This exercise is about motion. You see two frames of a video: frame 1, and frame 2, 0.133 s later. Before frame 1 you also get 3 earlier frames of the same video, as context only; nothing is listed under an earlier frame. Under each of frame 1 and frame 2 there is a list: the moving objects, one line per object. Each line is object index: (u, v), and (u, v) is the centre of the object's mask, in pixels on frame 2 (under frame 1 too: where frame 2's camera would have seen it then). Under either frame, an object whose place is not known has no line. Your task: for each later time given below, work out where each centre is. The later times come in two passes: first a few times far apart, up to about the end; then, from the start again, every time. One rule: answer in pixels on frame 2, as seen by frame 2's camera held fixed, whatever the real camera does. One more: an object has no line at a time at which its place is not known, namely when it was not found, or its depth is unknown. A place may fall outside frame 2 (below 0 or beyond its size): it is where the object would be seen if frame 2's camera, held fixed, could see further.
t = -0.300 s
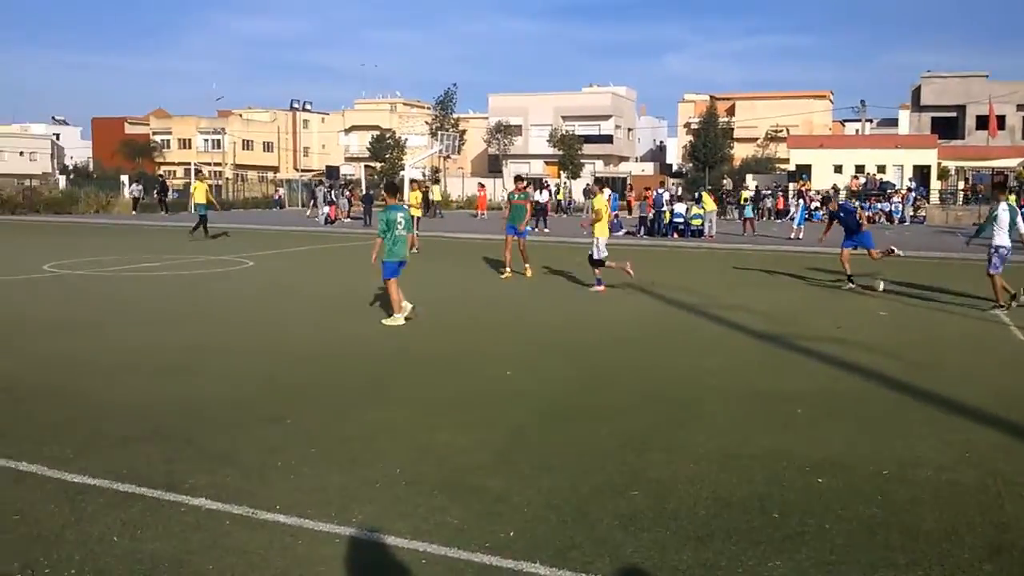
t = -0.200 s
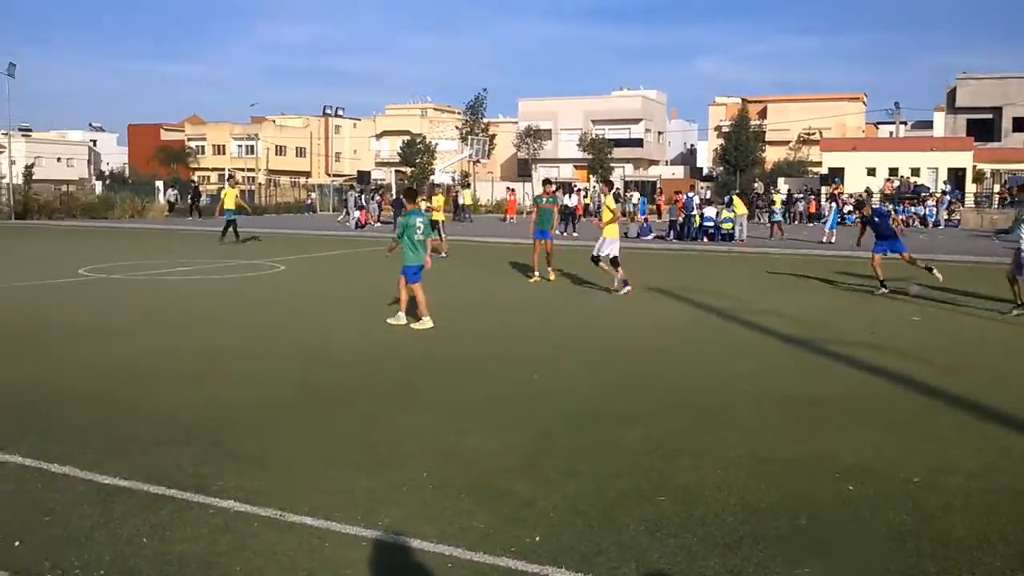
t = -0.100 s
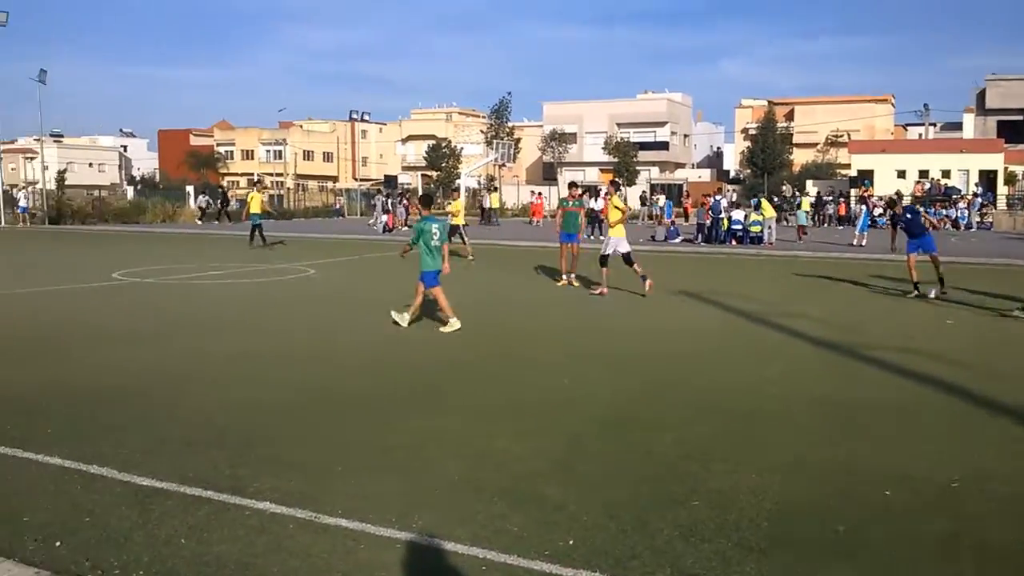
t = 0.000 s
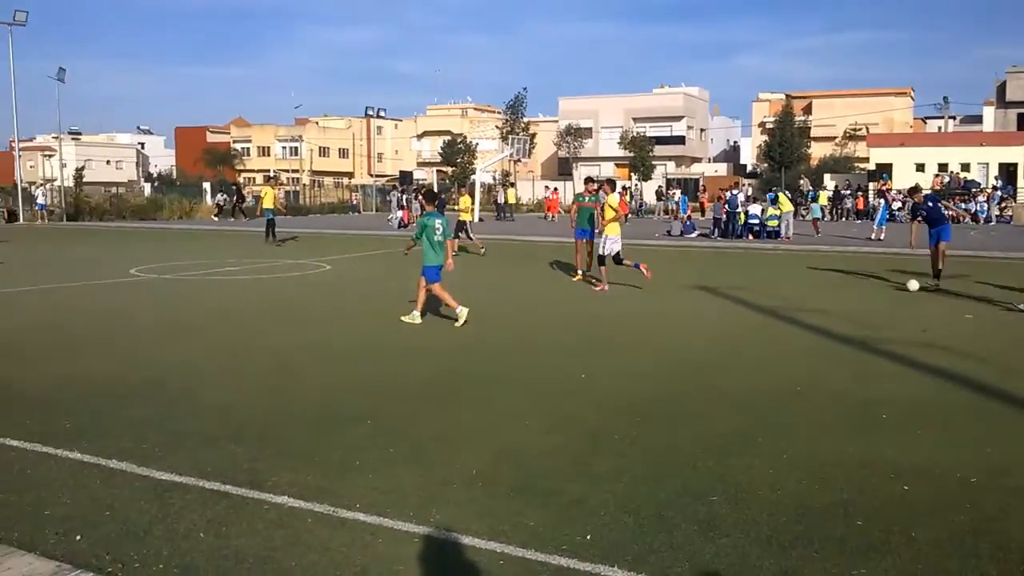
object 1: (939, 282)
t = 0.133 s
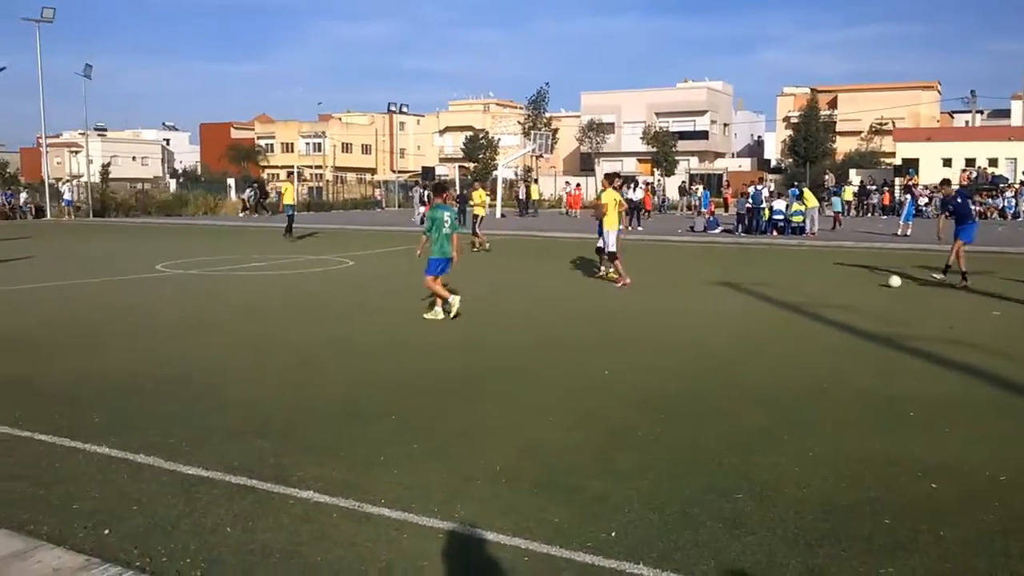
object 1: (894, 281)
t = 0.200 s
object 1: (874, 281)
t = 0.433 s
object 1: (820, 280)
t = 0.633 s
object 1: (781, 280)
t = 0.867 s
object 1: (737, 278)
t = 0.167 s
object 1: (884, 281)
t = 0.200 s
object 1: (874, 281)
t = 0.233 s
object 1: (865, 281)
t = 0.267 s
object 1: (857, 281)
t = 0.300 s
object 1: (848, 281)
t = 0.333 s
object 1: (841, 281)
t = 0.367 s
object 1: (834, 280)
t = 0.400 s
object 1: (827, 280)
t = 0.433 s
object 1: (820, 280)
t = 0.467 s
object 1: (813, 280)
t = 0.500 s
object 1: (807, 280)
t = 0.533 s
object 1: (800, 280)
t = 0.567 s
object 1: (793, 280)
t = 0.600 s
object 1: (787, 280)
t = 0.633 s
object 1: (781, 280)
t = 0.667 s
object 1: (774, 279)
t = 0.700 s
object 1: (768, 279)
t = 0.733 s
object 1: (762, 279)
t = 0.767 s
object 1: (756, 279)
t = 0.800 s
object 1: (749, 278)
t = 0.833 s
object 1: (743, 278)
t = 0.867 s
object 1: (737, 278)
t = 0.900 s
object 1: (731, 278)
